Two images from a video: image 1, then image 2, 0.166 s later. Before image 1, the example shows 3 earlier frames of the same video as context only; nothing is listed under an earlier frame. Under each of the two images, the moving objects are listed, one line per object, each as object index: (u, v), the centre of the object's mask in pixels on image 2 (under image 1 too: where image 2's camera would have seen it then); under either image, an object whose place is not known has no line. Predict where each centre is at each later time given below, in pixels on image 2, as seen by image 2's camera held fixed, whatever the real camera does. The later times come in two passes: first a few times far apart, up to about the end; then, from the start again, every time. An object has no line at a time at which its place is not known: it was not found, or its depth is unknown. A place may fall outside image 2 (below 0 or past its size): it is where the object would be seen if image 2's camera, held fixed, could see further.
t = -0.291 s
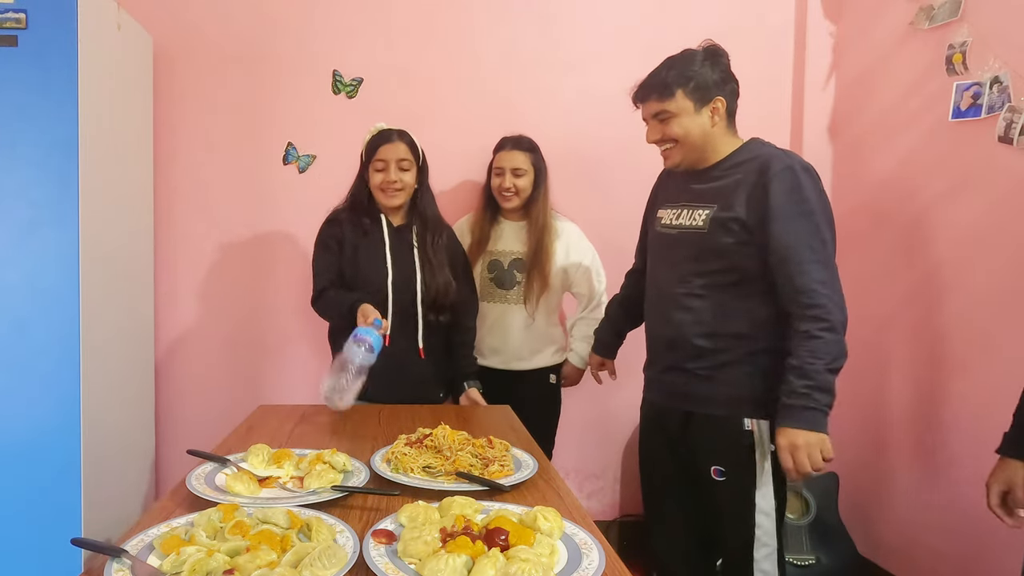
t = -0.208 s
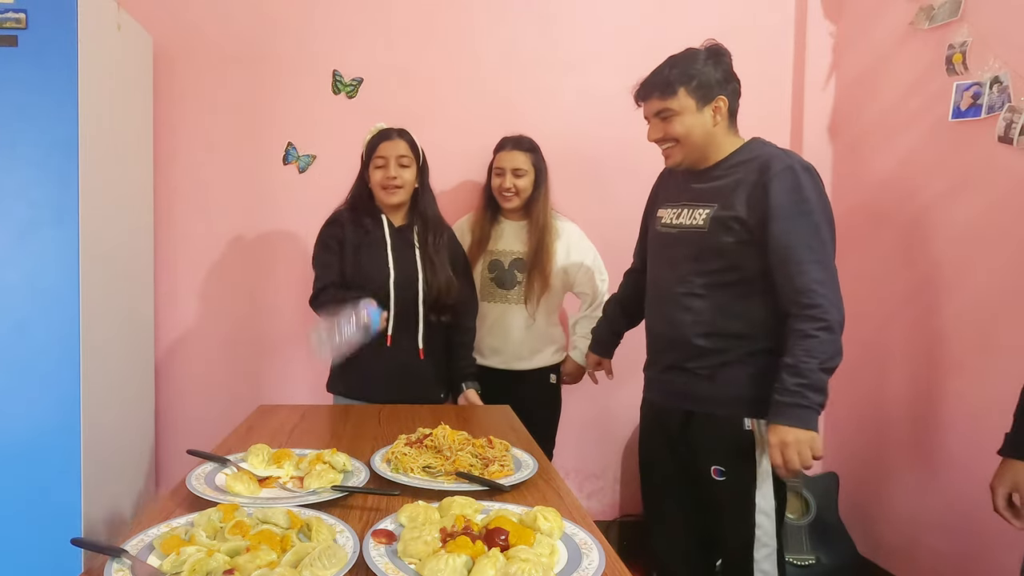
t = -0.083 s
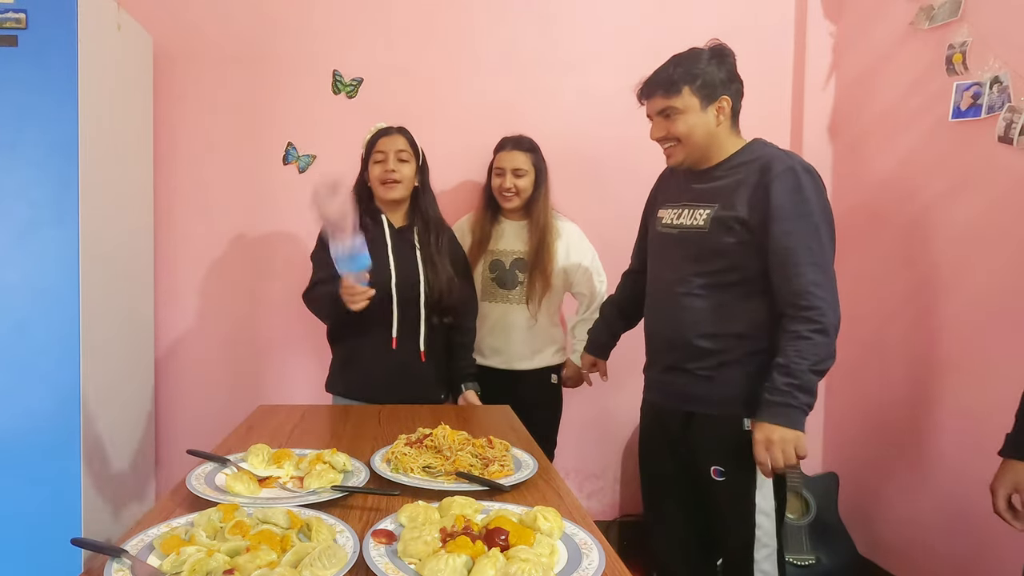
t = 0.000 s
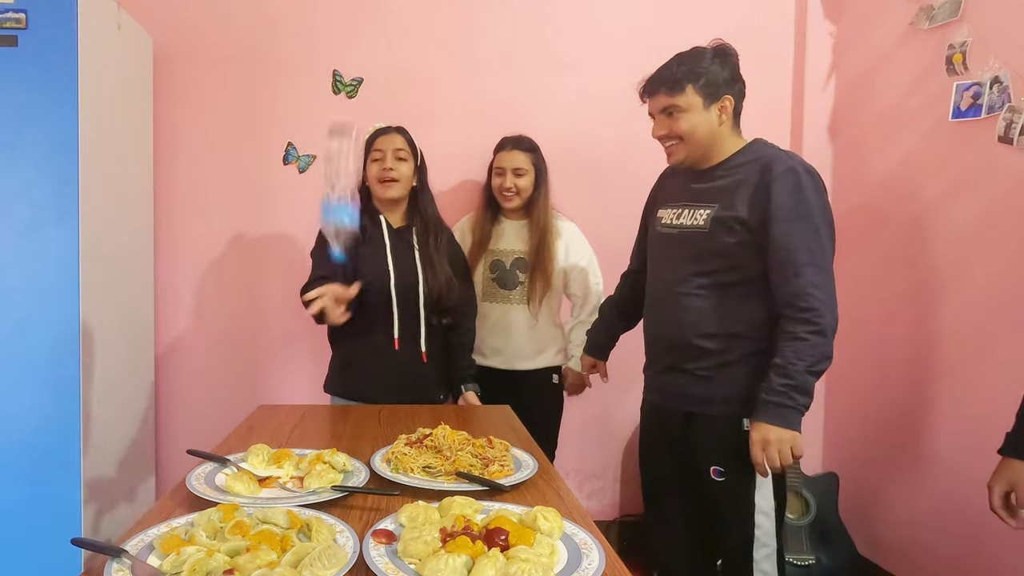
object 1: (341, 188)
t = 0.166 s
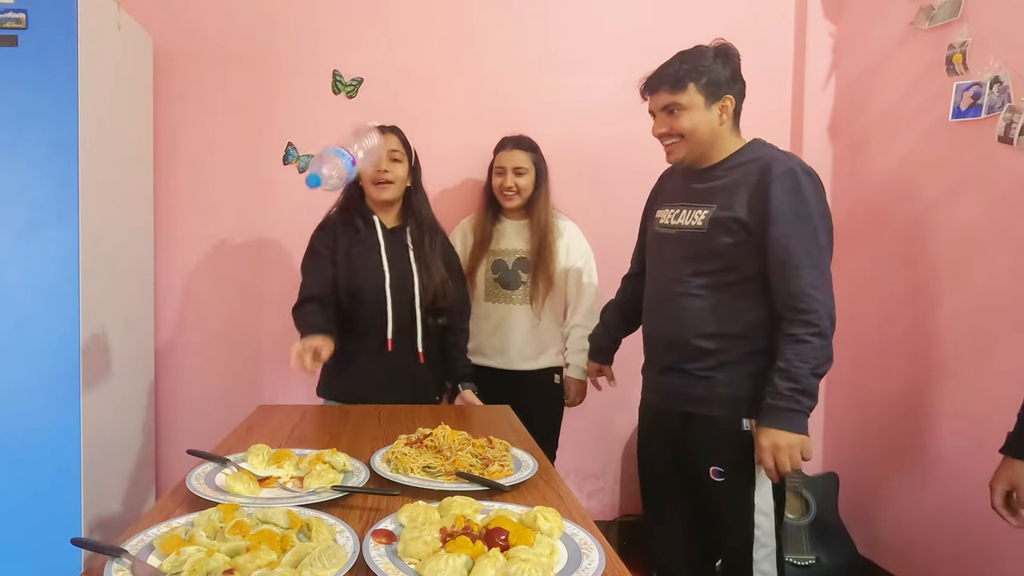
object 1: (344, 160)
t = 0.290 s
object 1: (353, 232)
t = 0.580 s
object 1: (374, 403)
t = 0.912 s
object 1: (386, 408)
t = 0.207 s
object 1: (349, 175)
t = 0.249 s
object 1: (353, 200)
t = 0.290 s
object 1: (353, 232)
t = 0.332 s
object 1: (356, 271)
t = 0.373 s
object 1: (362, 323)
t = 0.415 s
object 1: (364, 371)
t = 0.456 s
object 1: (365, 391)
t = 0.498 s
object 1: (369, 401)
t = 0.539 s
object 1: (371, 401)
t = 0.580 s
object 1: (374, 403)
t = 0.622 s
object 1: (377, 408)
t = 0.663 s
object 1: (378, 408)
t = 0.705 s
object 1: (379, 408)
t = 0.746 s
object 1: (381, 408)
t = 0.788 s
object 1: (384, 408)
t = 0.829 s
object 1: (385, 408)
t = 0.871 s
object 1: (386, 408)
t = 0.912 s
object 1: (386, 408)
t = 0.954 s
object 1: (386, 408)
